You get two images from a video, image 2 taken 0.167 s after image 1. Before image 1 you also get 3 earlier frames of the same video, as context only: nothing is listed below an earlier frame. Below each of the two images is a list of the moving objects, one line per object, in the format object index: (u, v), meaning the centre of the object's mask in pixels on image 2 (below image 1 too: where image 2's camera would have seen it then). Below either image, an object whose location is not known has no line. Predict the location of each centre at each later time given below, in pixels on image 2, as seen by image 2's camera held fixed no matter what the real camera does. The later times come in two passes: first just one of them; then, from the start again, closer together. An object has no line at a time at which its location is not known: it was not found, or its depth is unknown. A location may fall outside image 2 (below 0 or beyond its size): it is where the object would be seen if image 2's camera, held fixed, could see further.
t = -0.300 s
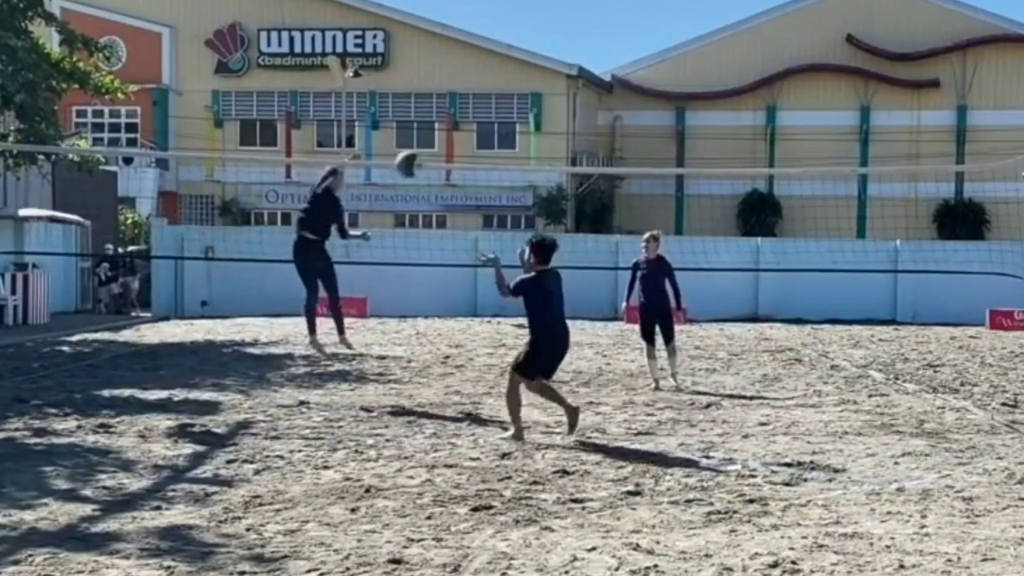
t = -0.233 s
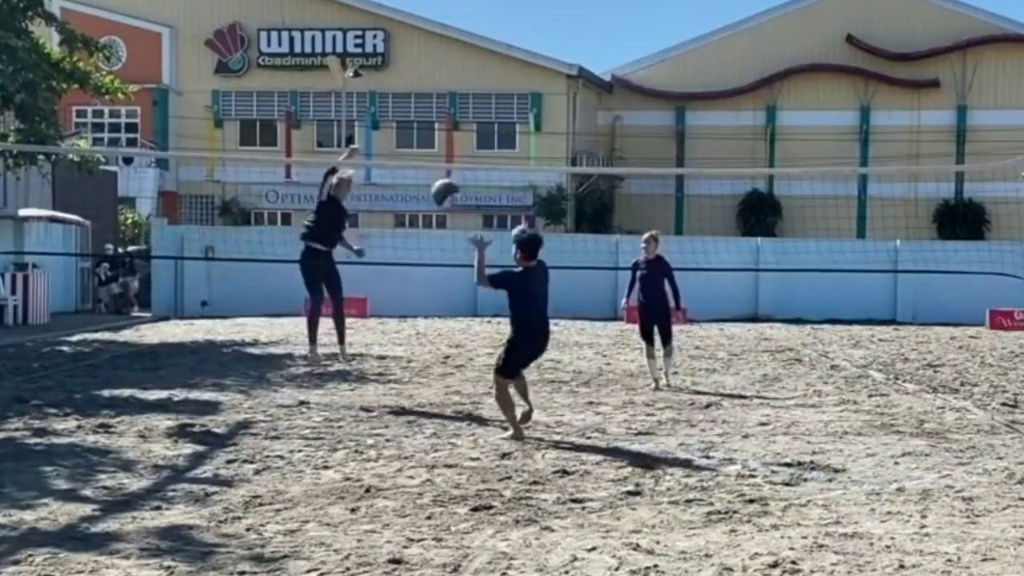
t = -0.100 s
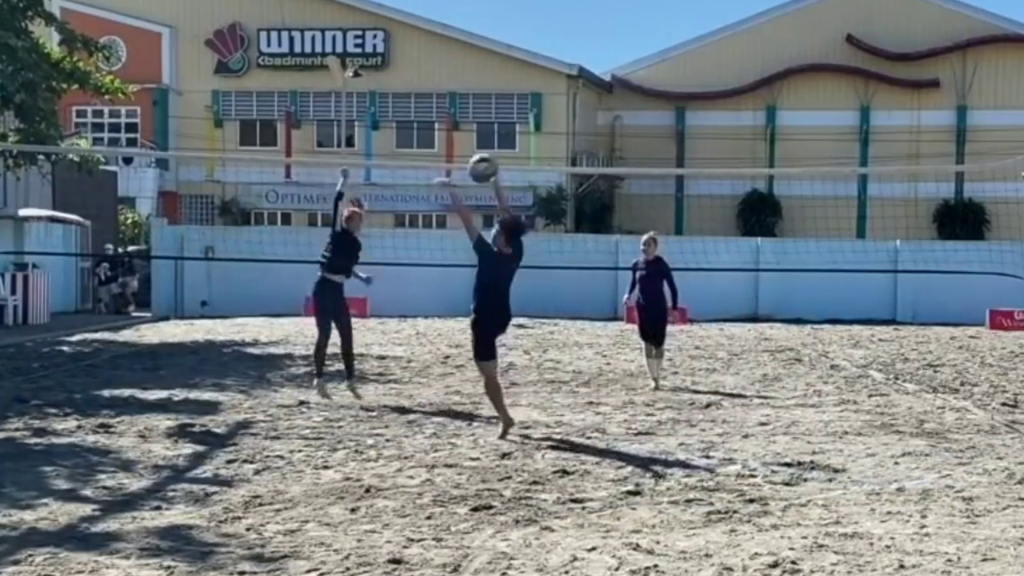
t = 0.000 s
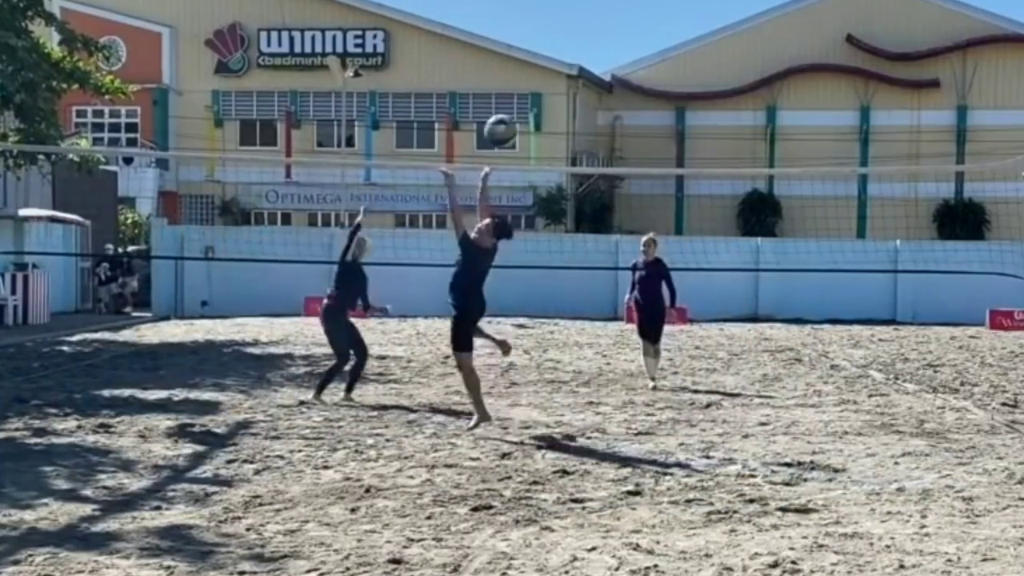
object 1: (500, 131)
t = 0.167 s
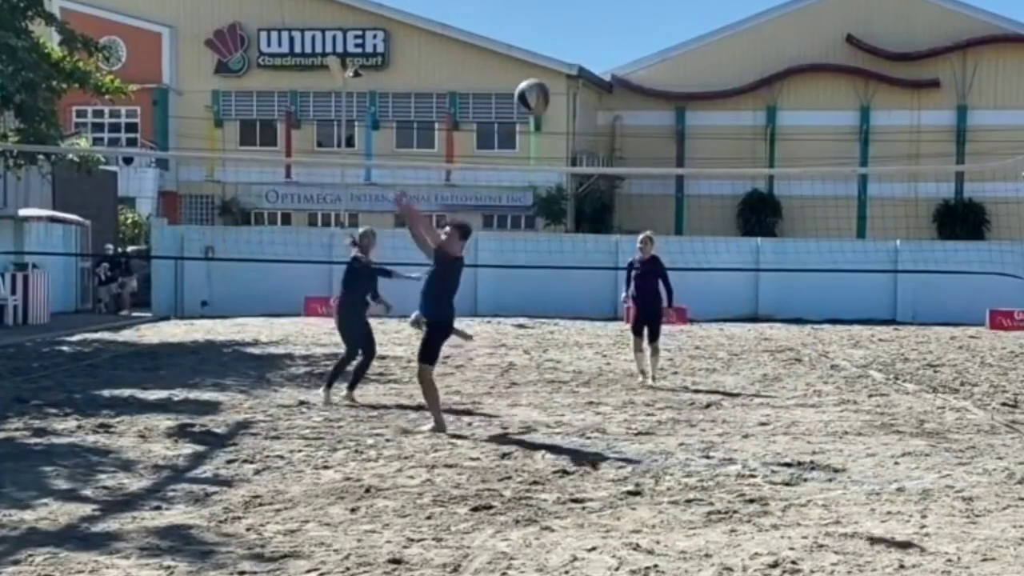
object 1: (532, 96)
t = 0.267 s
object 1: (553, 98)
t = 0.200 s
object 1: (538, 95)
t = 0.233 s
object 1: (545, 97)
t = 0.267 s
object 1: (553, 98)
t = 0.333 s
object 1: (566, 111)
